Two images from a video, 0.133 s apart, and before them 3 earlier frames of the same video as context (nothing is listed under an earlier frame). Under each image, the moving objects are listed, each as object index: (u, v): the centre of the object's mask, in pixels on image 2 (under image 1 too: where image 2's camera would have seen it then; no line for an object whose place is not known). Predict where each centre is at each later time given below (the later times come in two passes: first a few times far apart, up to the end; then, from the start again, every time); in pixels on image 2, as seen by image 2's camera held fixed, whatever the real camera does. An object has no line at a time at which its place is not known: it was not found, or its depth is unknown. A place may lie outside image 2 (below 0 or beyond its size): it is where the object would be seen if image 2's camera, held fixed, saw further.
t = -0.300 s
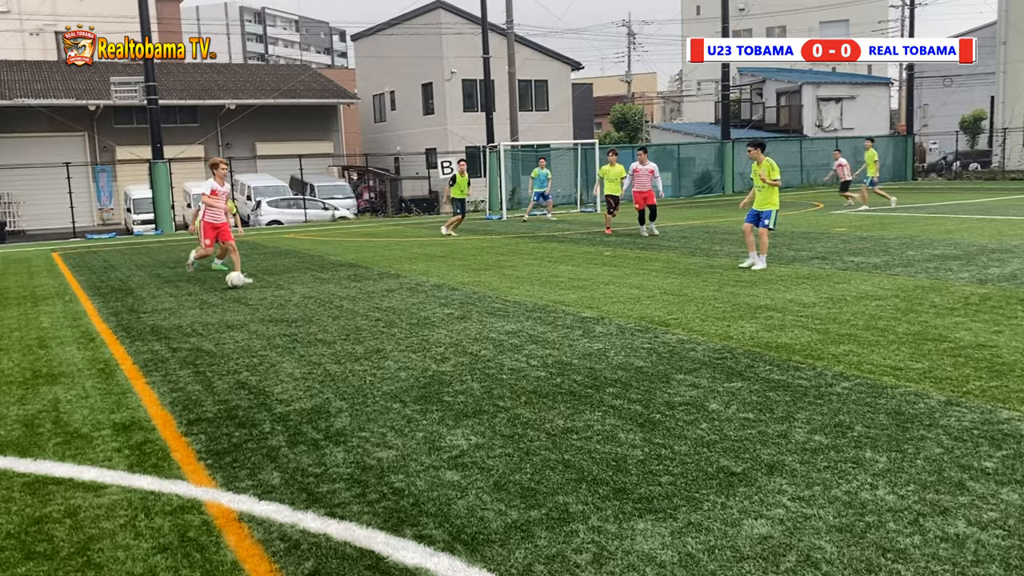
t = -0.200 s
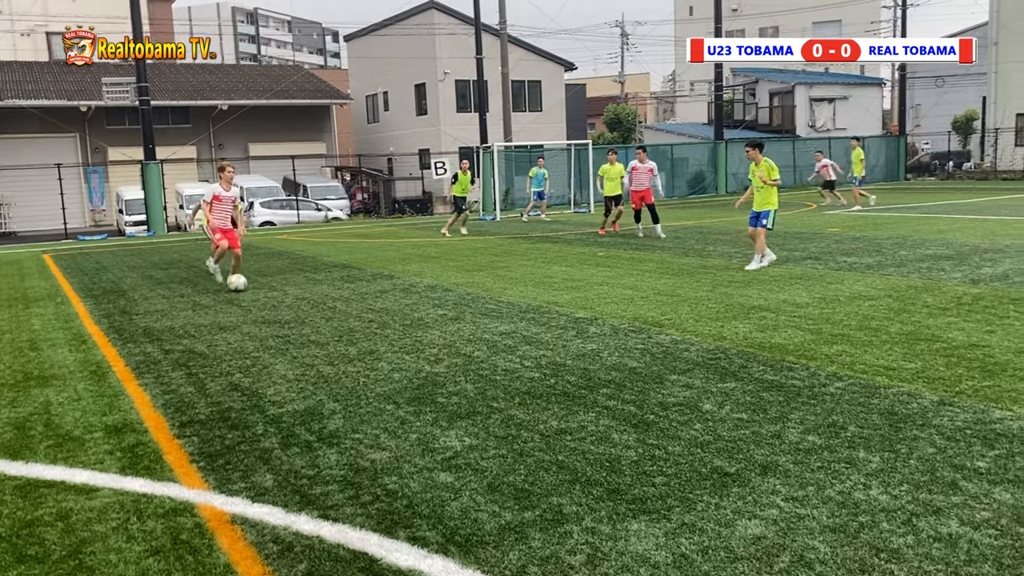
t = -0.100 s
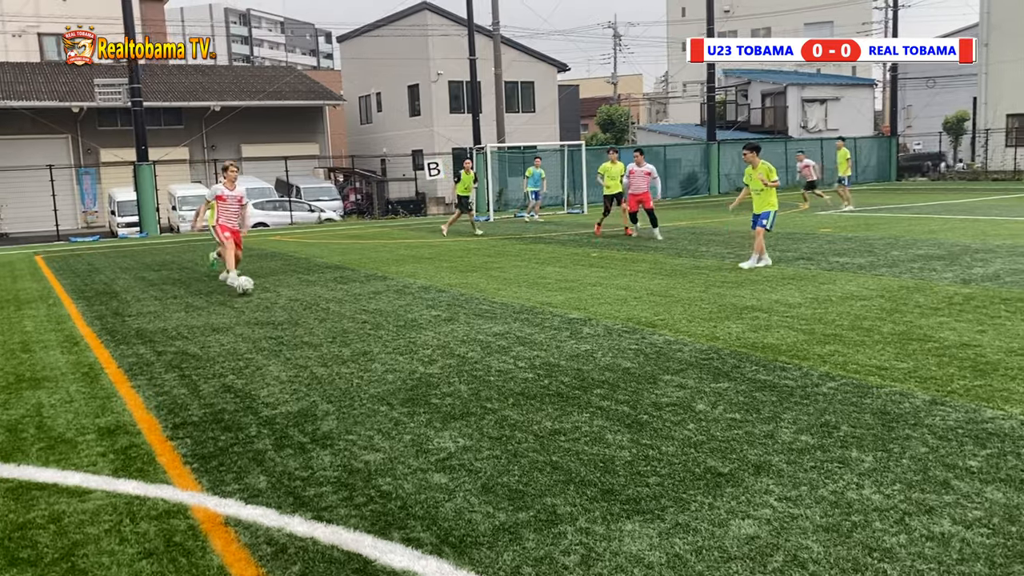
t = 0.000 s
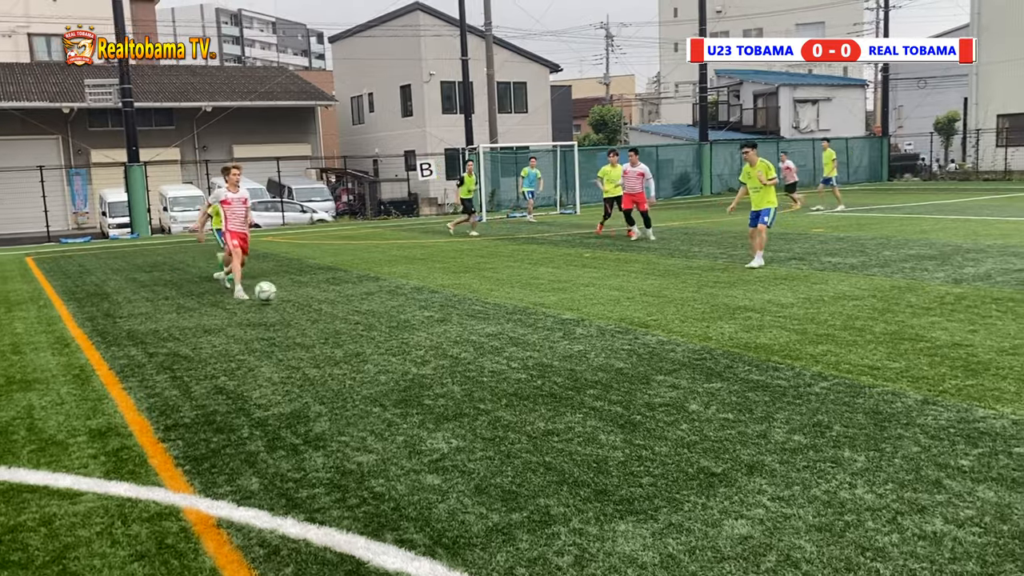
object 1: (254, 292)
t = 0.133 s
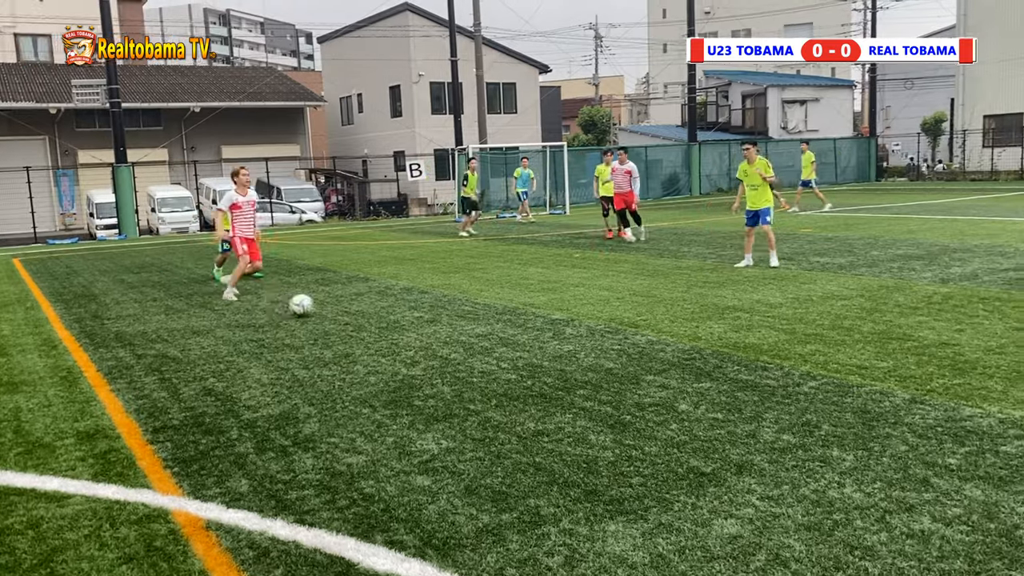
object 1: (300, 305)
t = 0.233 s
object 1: (339, 313)
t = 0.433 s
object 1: (426, 336)
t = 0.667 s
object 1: (548, 366)
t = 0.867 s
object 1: (672, 401)
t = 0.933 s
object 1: (718, 415)
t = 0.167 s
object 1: (313, 306)
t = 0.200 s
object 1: (326, 309)
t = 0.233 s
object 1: (339, 313)
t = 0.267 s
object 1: (353, 318)
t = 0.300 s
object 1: (366, 321)
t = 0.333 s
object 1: (380, 323)
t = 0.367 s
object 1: (395, 326)
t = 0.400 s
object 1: (410, 330)
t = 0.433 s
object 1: (426, 336)
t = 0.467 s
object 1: (443, 340)
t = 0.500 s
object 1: (459, 343)
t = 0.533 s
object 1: (476, 346)
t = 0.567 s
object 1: (493, 353)
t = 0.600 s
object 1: (512, 359)
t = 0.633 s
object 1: (530, 362)
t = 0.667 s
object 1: (548, 366)
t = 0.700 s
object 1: (568, 371)
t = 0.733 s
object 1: (589, 378)
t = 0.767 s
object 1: (610, 386)
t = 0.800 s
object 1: (629, 389)
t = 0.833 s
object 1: (650, 394)
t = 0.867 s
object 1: (672, 401)
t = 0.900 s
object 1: (695, 409)
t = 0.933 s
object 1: (718, 415)
